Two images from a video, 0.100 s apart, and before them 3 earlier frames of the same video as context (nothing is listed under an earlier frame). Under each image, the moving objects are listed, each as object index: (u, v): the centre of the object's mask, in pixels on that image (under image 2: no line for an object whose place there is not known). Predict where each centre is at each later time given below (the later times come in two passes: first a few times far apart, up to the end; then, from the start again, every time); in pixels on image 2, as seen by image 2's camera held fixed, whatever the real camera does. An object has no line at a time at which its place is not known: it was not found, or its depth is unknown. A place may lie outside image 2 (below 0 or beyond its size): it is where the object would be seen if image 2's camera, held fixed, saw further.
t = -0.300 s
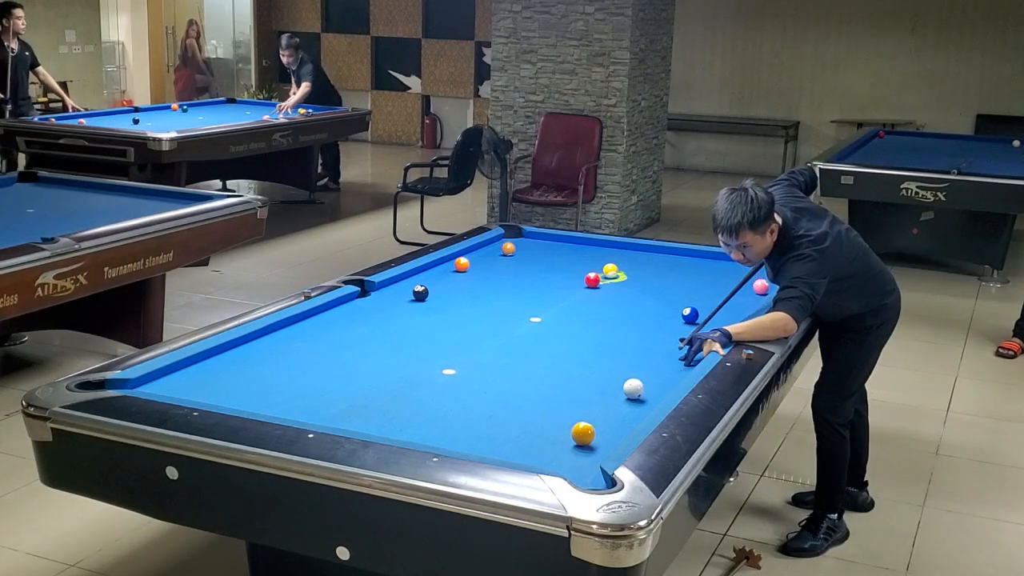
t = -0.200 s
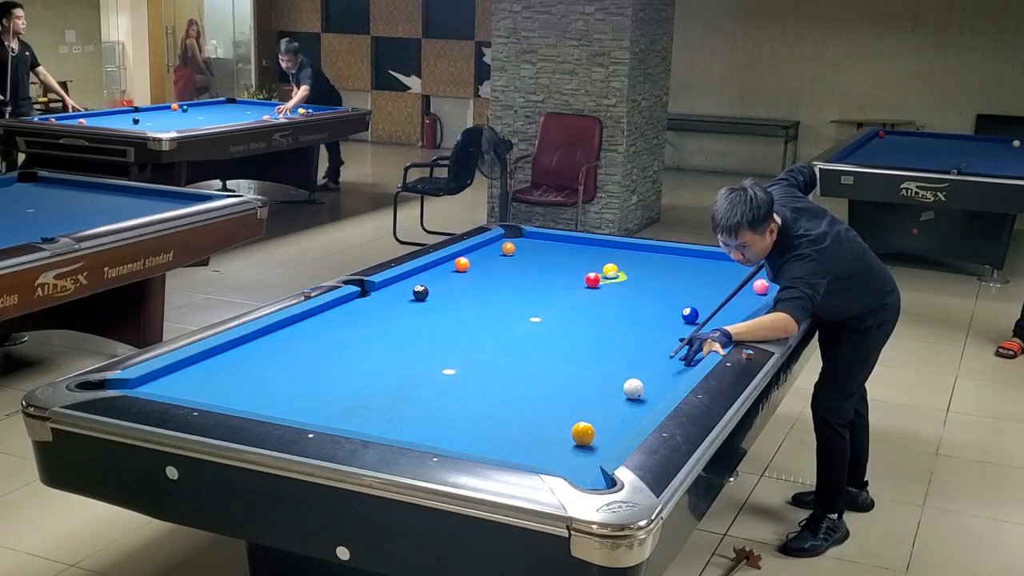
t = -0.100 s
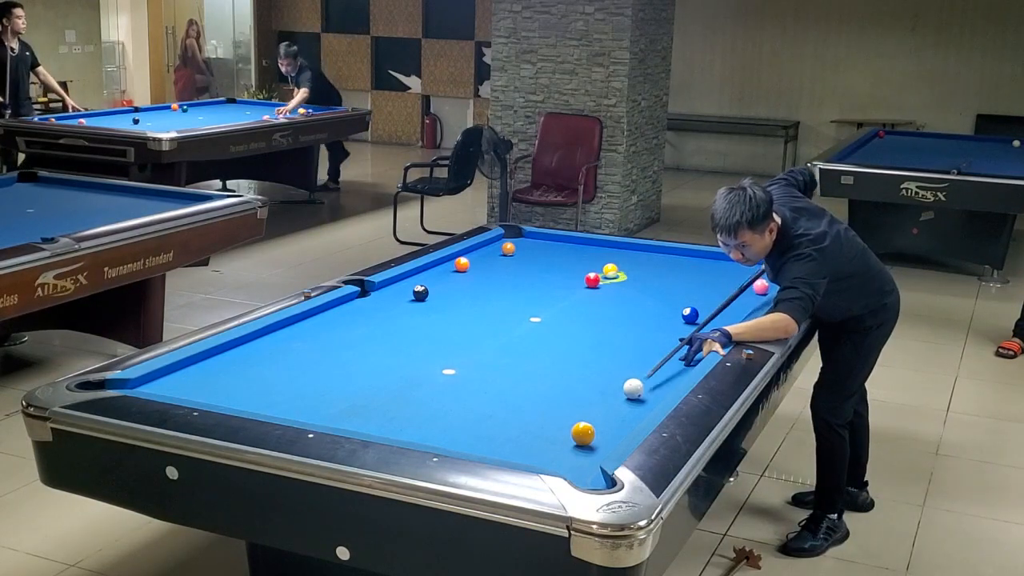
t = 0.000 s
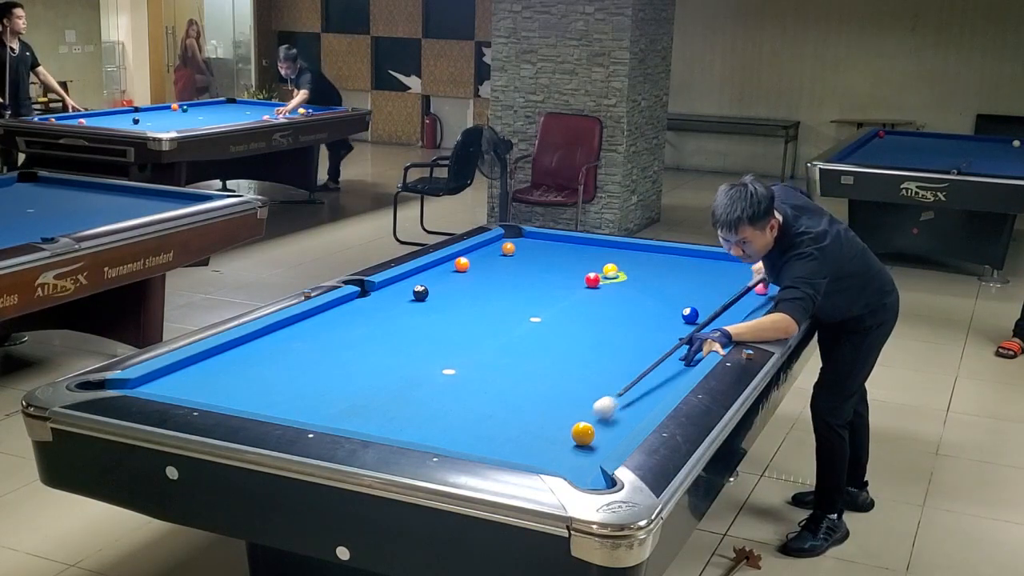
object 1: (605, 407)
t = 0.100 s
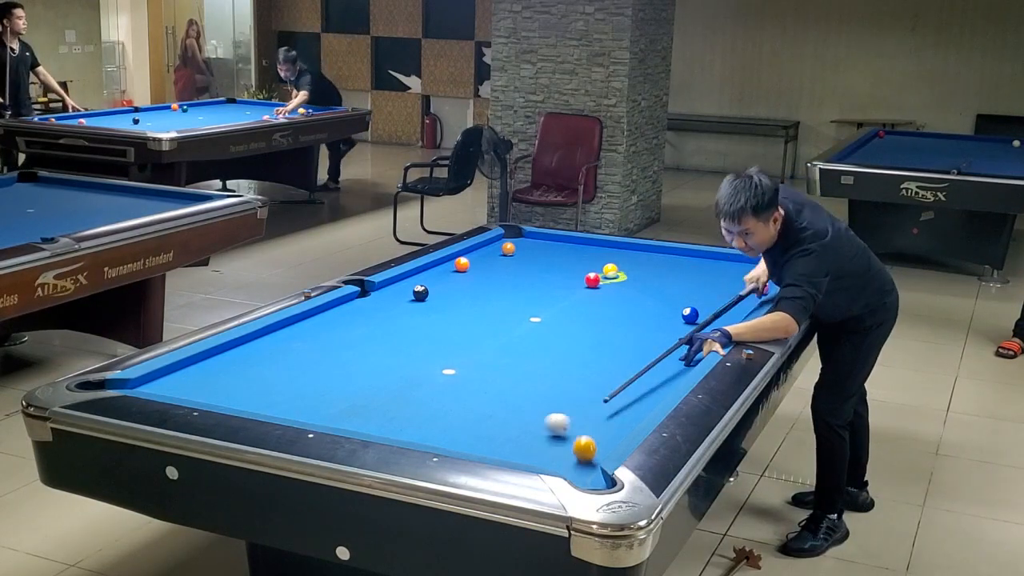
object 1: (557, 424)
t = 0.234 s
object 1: (500, 424)
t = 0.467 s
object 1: (403, 427)
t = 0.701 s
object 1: (327, 418)
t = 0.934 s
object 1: (292, 404)
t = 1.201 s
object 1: (256, 386)
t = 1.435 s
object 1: (228, 372)
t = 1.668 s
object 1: (203, 359)
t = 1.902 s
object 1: (242, 355)
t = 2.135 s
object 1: (280, 352)
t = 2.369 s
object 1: (316, 349)
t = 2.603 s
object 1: (348, 346)
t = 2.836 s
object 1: (379, 343)
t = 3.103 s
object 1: (412, 341)
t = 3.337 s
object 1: (438, 339)
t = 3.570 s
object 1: (463, 337)
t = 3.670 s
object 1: (473, 336)
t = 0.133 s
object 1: (542, 424)
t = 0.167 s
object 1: (528, 424)
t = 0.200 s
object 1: (514, 424)
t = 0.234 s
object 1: (500, 424)
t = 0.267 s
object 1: (486, 425)
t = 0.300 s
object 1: (472, 425)
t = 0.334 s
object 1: (459, 426)
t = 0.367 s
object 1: (445, 426)
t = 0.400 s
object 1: (431, 426)
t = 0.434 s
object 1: (417, 427)
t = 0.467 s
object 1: (403, 427)
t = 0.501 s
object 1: (390, 426)
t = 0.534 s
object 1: (376, 425)
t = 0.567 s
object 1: (362, 424)
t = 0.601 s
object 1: (348, 423)
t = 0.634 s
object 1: (337, 423)
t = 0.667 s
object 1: (332, 421)
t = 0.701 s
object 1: (327, 418)
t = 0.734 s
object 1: (322, 416)
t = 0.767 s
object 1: (317, 415)
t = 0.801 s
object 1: (312, 413)
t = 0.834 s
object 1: (307, 411)
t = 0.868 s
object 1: (302, 409)
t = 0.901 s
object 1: (297, 407)
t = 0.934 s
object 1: (292, 404)
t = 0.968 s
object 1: (287, 402)
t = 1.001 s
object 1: (283, 400)
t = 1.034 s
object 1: (278, 397)
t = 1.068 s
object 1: (274, 395)
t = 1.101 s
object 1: (269, 393)
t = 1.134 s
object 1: (265, 390)
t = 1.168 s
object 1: (261, 388)
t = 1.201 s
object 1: (256, 386)
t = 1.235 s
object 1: (253, 384)
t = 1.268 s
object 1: (248, 382)
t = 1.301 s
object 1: (244, 380)
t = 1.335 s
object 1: (240, 378)
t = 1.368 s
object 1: (236, 375)
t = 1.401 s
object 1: (233, 374)
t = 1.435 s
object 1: (228, 372)
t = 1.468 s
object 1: (225, 370)
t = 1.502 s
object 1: (221, 368)
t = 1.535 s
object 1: (217, 366)
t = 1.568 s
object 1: (214, 364)
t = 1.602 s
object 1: (210, 362)
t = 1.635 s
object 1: (206, 360)
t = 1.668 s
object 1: (203, 359)
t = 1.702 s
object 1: (207, 358)
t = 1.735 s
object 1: (213, 357)
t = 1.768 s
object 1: (219, 357)
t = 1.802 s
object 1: (225, 356)
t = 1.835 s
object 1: (230, 356)
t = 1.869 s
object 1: (236, 355)
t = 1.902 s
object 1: (242, 355)
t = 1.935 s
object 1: (247, 354)
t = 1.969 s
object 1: (253, 354)
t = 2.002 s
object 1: (259, 353)
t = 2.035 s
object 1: (264, 353)
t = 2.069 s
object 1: (269, 352)
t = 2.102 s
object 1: (275, 352)
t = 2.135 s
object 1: (280, 352)
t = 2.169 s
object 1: (286, 351)
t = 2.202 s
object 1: (291, 350)
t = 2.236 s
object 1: (296, 350)
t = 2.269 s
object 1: (301, 350)
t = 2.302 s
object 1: (306, 349)
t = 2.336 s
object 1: (311, 349)
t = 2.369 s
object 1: (316, 349)
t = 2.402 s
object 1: (320, 348)
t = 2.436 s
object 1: (325, 348)
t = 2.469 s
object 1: (330, 347)
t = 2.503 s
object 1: (335, 347)
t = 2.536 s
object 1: (339, 347)
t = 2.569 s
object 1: (344, 346)
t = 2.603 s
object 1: (348, 346)
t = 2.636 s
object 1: (353, 345)
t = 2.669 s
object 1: (357, 345)
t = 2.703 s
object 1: (361, 345)
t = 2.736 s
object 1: (366, 345)
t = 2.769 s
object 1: (371, 344)
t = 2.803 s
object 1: (375, 344)
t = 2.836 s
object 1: (379, 343)
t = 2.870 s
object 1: (384, 343)
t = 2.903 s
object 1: (388, 343)
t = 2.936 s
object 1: (392, 343)
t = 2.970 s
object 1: (396, 342)
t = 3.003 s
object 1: (400, 342)
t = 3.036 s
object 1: (404, 342)
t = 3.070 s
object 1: (408, 341)
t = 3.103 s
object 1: (412, 341)
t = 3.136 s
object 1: (416, 341)
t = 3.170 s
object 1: (420, 340)
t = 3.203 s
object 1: (423, 340)
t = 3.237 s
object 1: (427, 340)
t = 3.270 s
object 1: (431, 339)
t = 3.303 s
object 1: (434, 339)
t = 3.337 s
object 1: (438, 339)
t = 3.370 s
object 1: (442, 339)
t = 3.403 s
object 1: (445, 338)
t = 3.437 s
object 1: (449, 338)
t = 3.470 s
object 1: (453, 338)
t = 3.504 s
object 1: (456, 337)
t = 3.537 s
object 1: (460, 337)
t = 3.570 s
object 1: (463, 337)
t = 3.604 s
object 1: (466, 337)
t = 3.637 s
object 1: (469, 336)
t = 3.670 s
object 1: (473, 336)
